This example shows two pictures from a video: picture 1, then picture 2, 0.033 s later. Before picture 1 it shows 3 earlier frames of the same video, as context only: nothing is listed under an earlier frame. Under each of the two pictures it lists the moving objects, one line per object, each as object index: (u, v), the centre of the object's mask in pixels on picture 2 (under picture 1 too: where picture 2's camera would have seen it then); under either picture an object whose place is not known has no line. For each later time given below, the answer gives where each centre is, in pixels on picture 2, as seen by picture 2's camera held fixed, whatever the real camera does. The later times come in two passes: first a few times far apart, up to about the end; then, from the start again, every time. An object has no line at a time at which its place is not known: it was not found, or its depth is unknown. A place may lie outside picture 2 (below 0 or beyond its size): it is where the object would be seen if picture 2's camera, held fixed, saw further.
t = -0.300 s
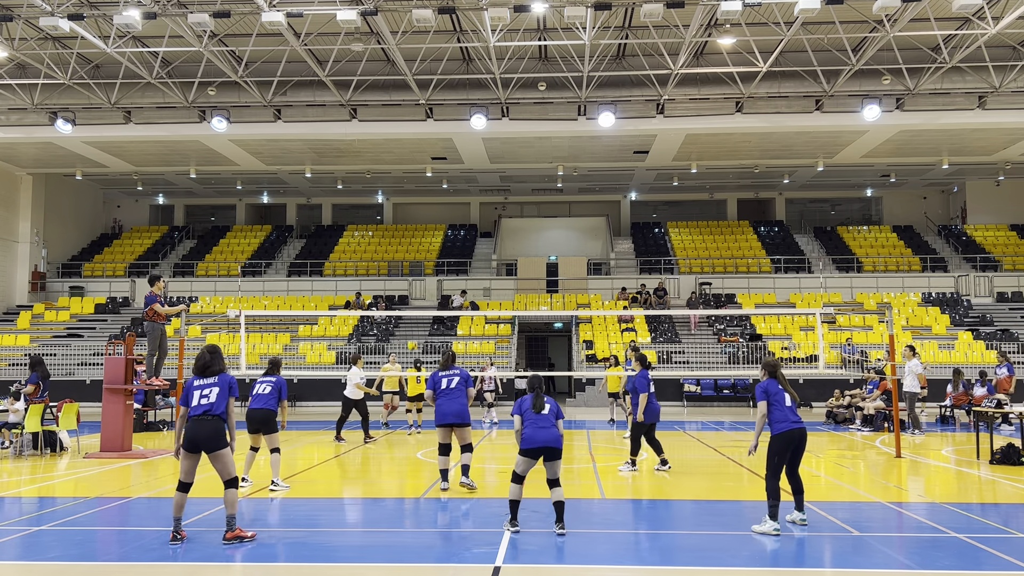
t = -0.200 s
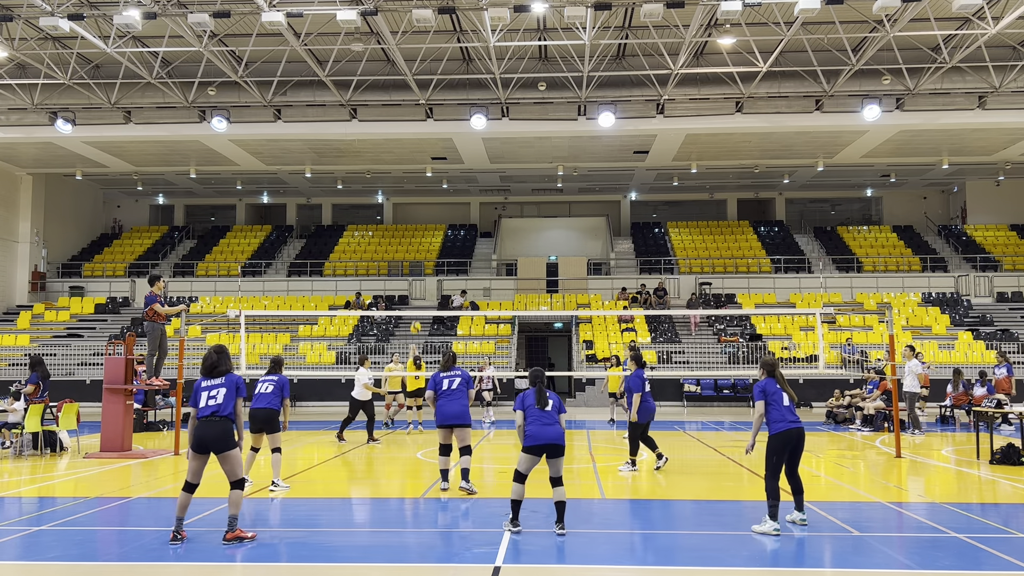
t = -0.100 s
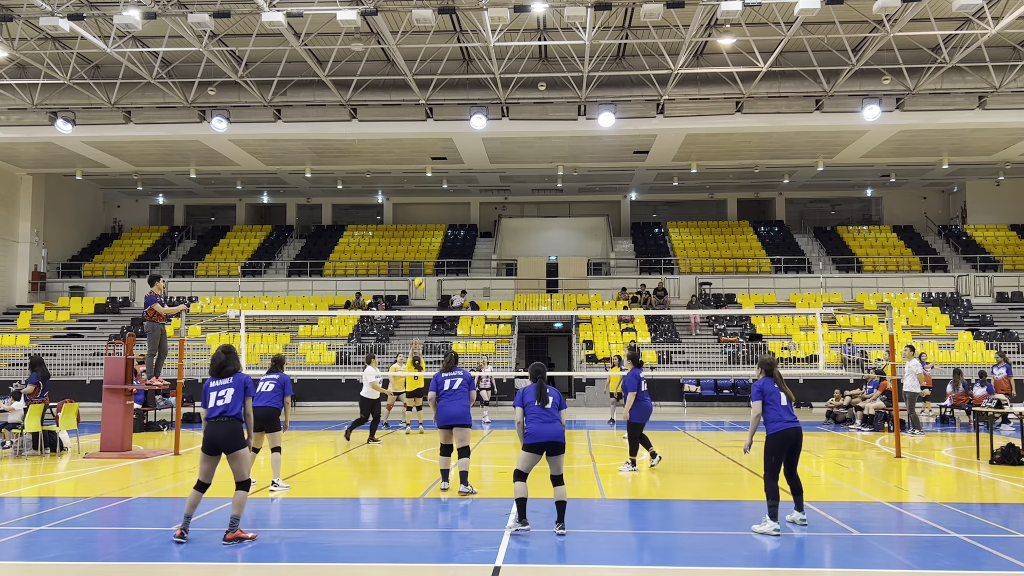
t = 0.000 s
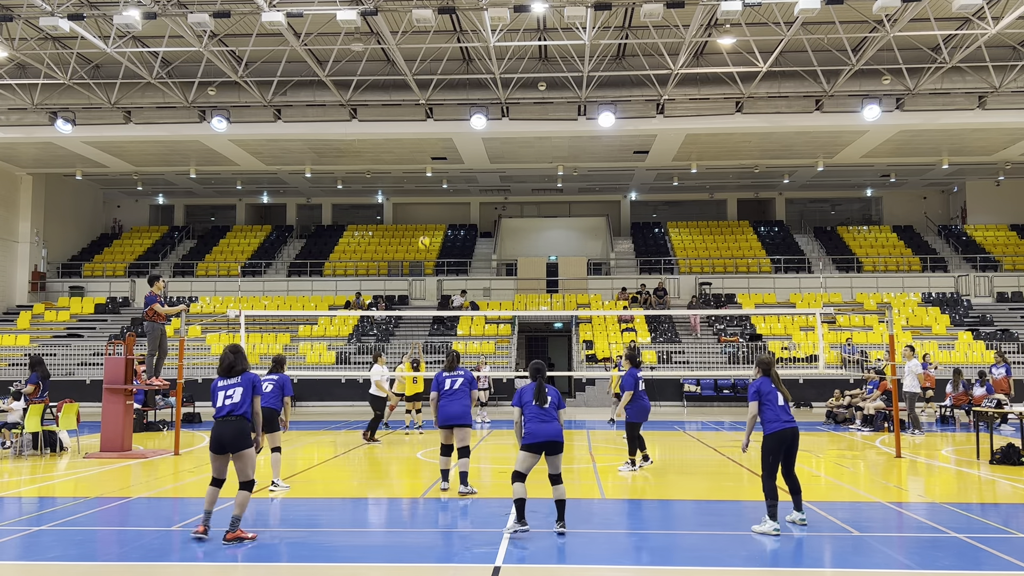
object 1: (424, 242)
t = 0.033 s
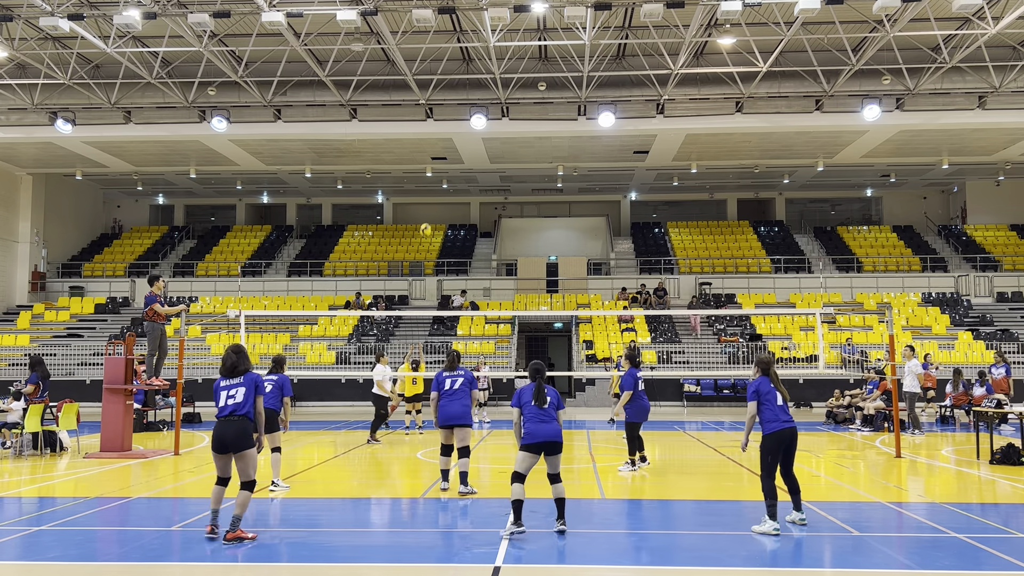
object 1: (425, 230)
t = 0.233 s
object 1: (436, 163)
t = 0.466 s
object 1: (449, 108)
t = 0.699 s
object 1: (464, 81)
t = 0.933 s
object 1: (481, 87)
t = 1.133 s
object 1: (498, 125)
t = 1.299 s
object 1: (514, 185)
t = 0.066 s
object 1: (427, 218)
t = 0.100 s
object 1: (429, 206)
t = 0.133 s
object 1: (431, 194)
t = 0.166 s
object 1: (432, 184)
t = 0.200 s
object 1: (434, 173)
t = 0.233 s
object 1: (436, 163)
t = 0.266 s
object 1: (437, 154)
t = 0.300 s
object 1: (439, 145)
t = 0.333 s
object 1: (441, 137)
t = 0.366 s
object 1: (443, 129)
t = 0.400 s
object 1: (445, 121)
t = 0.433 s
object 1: (447, 115)
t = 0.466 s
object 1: (449, 108)
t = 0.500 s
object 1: (451, 102)
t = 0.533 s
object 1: (453, 97)
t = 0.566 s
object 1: (455, 93)
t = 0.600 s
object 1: (457, 89)
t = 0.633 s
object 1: (460, 86)
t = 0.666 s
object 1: (462, 83)
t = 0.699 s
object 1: (464, 81)
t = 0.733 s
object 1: (466, 80)
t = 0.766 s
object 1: (469, 79)
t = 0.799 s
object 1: (471, 79)
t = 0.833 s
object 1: (473, 80)
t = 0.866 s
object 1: (476, 81)
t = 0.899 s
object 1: (479, 84)
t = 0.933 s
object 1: (481, 87)
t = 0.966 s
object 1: (484, 90)
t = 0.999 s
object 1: (487, 95)
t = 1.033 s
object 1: (490, 102)
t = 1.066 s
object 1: (493, 108)
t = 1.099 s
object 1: (495, 116)
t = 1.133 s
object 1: (498, 125)
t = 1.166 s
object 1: (501, 135)
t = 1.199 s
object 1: (504, 146)
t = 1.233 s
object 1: (507, 157)
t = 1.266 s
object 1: (510, 170)
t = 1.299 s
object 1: (514, 185)
